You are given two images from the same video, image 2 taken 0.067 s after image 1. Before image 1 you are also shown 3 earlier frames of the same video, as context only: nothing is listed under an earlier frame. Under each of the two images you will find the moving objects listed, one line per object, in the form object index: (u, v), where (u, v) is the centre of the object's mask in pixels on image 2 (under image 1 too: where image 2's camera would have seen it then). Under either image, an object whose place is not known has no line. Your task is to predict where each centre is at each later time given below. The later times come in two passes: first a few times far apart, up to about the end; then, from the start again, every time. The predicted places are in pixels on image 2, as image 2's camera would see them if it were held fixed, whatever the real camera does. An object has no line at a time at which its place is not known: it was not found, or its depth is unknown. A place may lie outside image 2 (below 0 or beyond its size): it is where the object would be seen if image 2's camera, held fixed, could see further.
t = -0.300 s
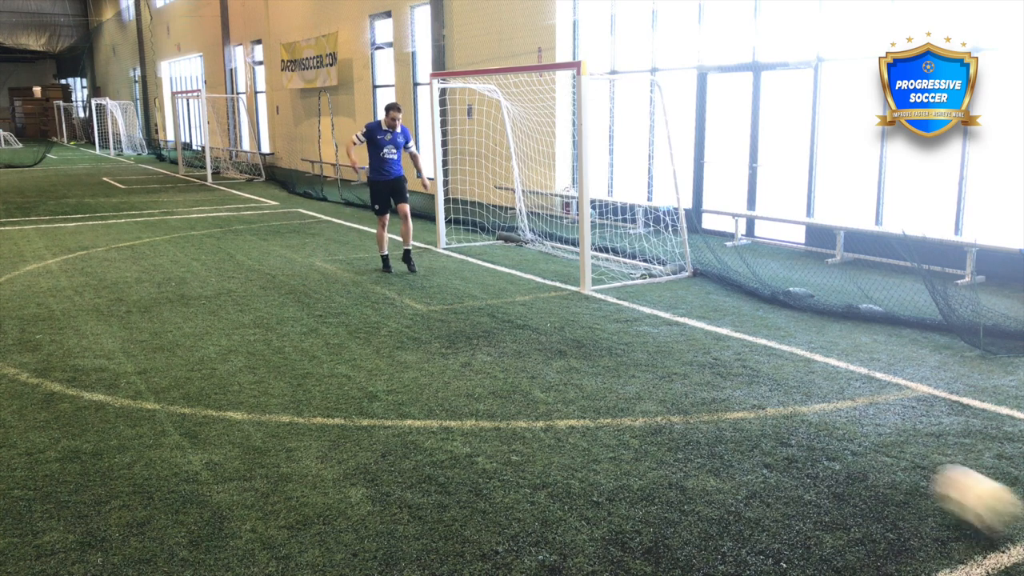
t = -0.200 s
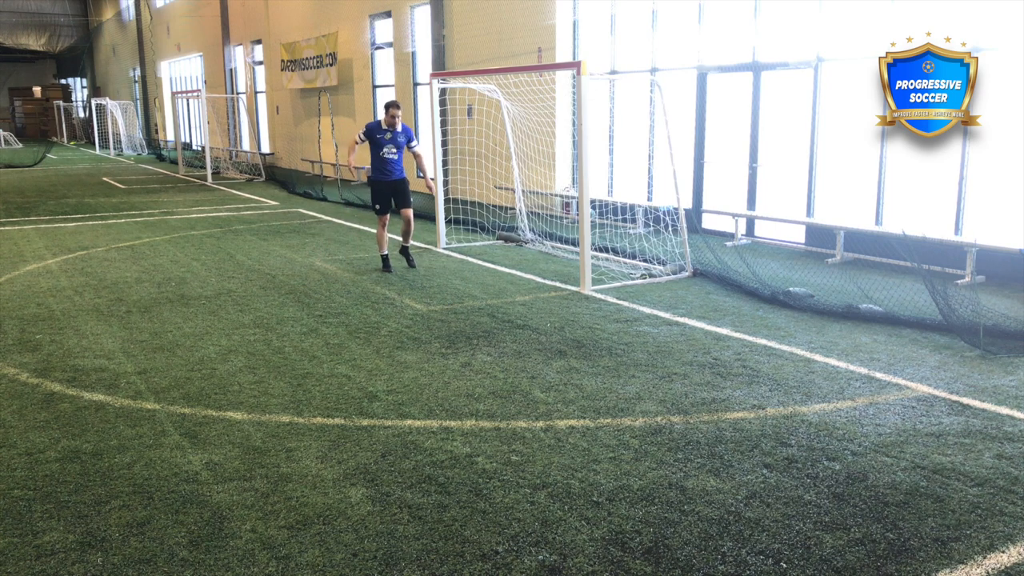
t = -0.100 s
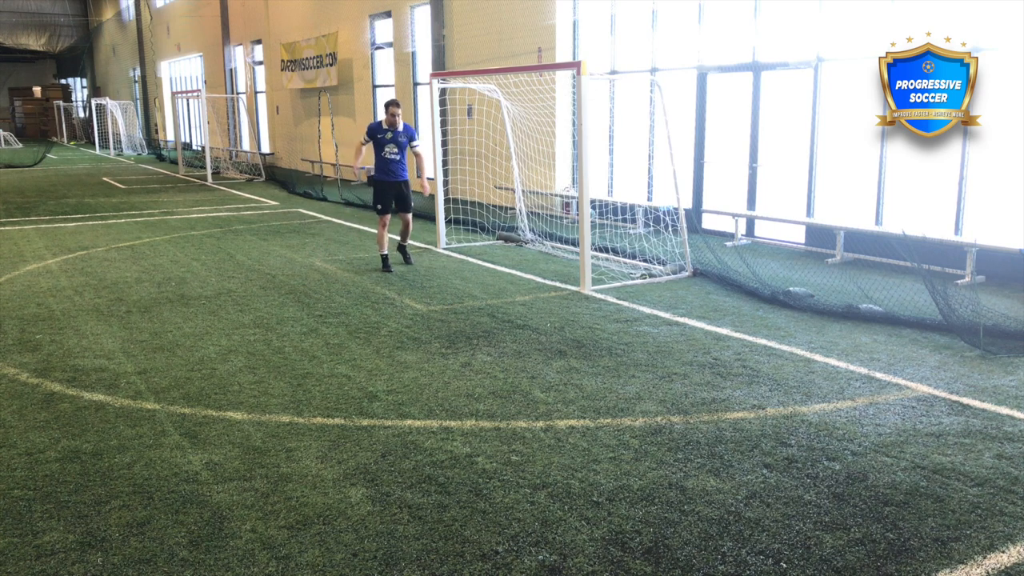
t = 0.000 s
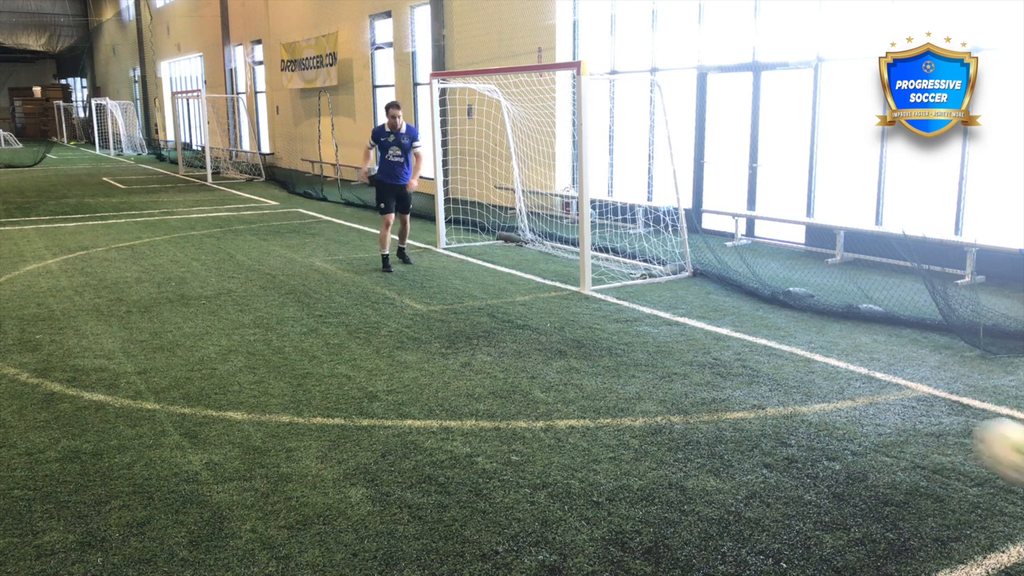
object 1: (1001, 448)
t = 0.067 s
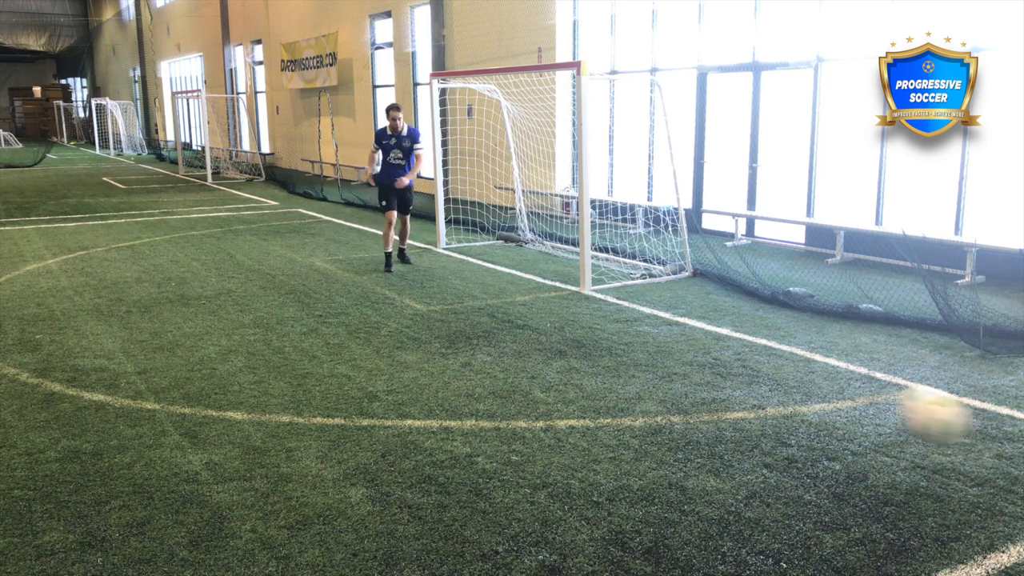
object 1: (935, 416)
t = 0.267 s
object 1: (748, 381)
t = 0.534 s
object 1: (649, 344)
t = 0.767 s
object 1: (609, 355)
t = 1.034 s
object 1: (567, 334)
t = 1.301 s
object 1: (535, 320)
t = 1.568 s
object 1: (510, 308)
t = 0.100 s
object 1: (896, 402)
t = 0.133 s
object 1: (861, 391)
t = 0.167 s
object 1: (829, 385)
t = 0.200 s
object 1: (801, 381)
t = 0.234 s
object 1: (773, 380)
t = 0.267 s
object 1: (748, 381)
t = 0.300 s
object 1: (724, 383)
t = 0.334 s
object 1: (700, 388)
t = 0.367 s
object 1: (682, 392)
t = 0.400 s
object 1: (674, 377)
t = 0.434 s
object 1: (668, 366)
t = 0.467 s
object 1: (661, 357)
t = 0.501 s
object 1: (655, 350)
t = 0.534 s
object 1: (649, 344)
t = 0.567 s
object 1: (643, 341)
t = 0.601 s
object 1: (637, 340)
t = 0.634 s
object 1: (632, 339)
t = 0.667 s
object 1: (626, 341)
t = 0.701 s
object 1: (621, 344)
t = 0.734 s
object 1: (615, 348)
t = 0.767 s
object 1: (609, 355)
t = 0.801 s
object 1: (604, 354)
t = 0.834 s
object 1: (599, 345)
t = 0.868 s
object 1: (593, 339)
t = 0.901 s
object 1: (588, 334)
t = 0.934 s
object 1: (582, 332)
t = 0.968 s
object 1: (577, 331)
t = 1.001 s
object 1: (572, 332)
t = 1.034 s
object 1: (567, 334)
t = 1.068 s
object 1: (562, 336)
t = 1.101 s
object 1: (559, 333)
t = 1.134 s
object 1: (554, 327)
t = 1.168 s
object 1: (550, 325)
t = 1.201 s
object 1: (546, 325)
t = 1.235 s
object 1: (543, 326)
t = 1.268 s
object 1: (539, 323)
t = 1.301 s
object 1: (535, 320)
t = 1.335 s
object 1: (532, 319)
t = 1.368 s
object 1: (528, 318)
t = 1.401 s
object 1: (525, 316)
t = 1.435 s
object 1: (522, 314)
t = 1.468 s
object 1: (519, 313)
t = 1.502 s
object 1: (516, 311)
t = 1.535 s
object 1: (514, 310)
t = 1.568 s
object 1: (510, 308)
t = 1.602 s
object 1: (507, 307)
